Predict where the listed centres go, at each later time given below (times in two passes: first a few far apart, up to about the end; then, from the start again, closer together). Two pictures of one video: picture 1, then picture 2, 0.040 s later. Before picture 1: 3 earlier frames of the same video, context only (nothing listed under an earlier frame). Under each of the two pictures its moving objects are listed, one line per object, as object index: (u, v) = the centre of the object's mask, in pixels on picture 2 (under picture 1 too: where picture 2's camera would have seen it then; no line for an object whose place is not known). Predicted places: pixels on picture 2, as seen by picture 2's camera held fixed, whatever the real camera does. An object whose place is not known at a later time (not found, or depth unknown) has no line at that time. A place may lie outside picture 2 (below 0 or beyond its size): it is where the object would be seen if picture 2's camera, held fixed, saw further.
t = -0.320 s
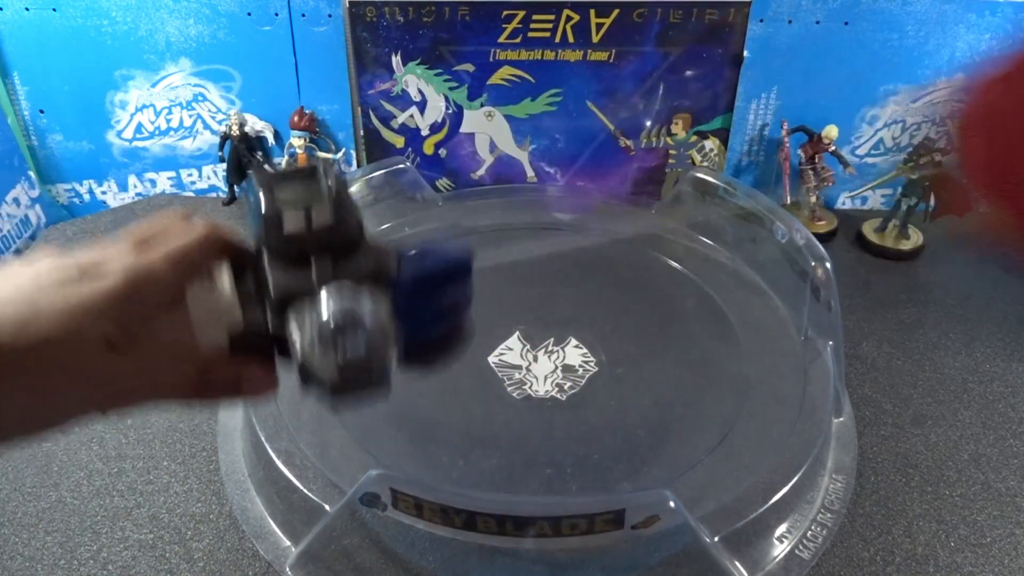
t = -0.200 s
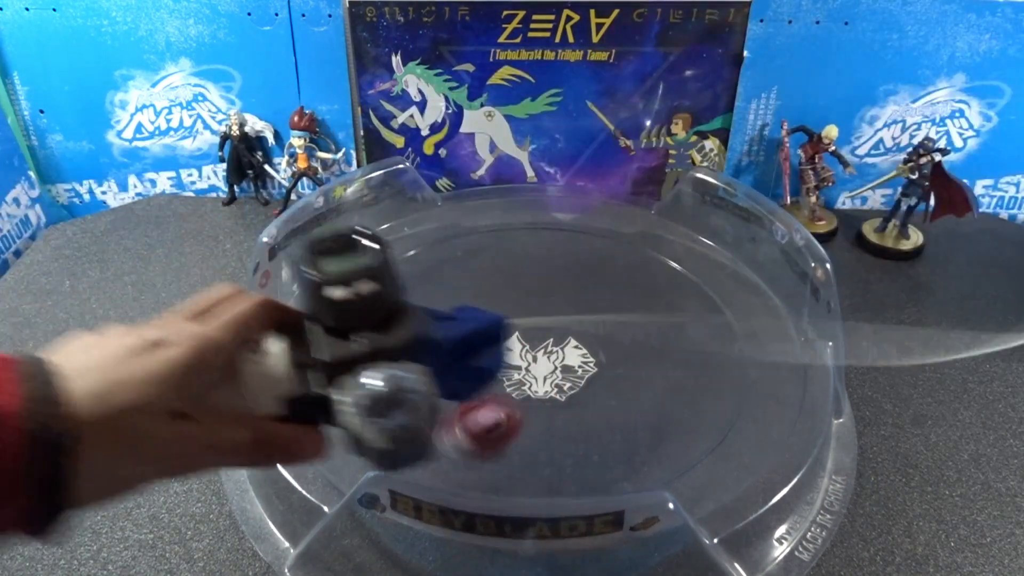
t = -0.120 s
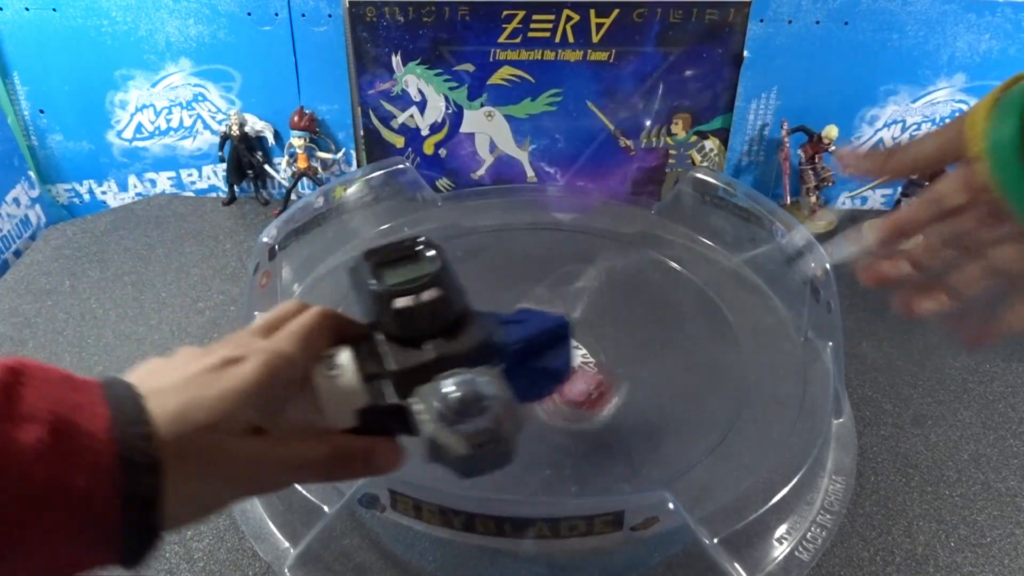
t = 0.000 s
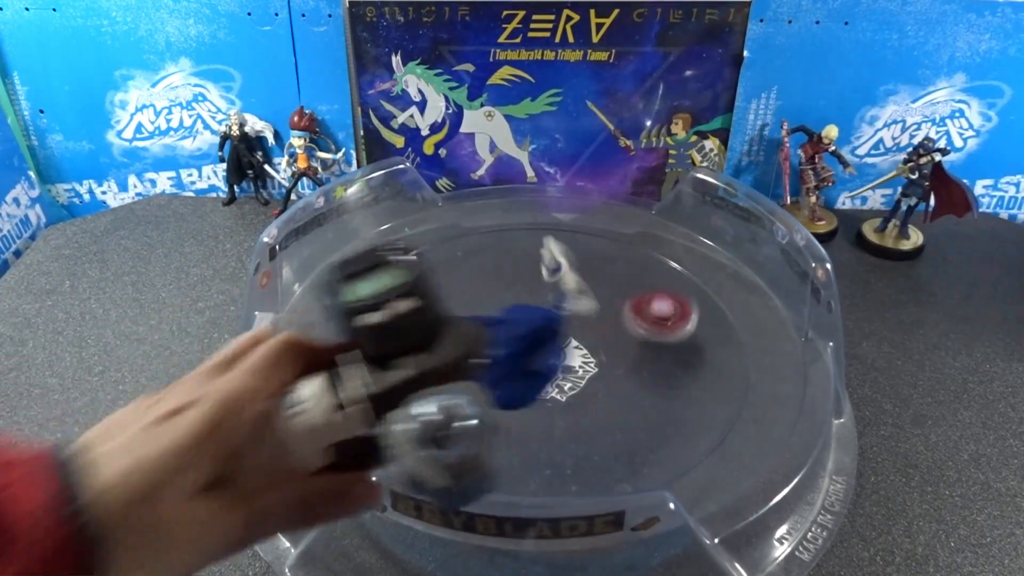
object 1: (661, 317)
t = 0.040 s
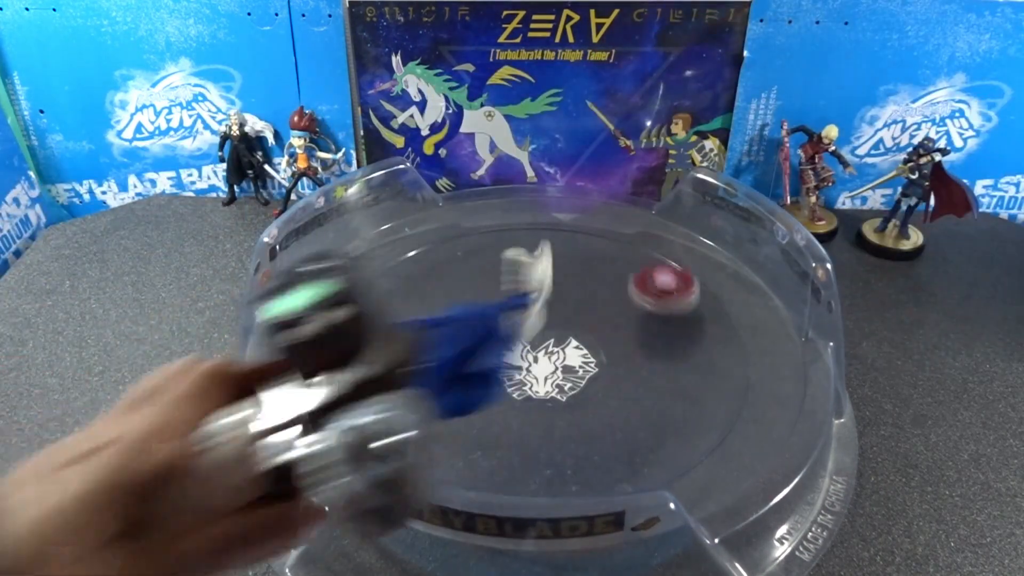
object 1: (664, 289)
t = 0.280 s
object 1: (563, 224)
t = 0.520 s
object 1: (449, 270)
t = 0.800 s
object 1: (520, 436)
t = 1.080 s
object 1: (732, 337)
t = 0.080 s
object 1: (657, 263)
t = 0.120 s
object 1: (645, 243)
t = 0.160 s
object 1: (629, 230)
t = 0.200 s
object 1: (607, 226)
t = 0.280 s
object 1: (563, 224)
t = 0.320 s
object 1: (543, 226)
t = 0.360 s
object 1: (526, 229)
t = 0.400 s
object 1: (507, 235)
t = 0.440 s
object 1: (488, 243)
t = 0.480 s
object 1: (469, 255)
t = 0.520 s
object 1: (449, 270)
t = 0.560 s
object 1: (433, 289)
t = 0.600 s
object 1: (422, 310)
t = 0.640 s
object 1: (418, 335)
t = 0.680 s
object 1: (423, 363)
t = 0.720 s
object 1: (441, 392)
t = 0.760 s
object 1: (473, 417)
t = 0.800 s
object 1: (520, 436)
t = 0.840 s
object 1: (577, 445)
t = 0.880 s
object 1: (636, 442)
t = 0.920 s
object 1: (686, 430)
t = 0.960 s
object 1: (715, 404)
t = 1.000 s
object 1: (728, 381)
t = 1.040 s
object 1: (734, 357)
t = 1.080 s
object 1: (732, 337)
